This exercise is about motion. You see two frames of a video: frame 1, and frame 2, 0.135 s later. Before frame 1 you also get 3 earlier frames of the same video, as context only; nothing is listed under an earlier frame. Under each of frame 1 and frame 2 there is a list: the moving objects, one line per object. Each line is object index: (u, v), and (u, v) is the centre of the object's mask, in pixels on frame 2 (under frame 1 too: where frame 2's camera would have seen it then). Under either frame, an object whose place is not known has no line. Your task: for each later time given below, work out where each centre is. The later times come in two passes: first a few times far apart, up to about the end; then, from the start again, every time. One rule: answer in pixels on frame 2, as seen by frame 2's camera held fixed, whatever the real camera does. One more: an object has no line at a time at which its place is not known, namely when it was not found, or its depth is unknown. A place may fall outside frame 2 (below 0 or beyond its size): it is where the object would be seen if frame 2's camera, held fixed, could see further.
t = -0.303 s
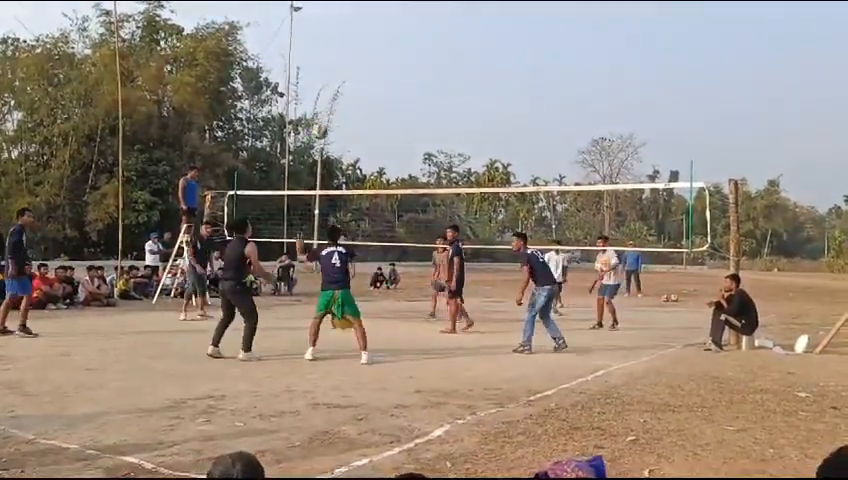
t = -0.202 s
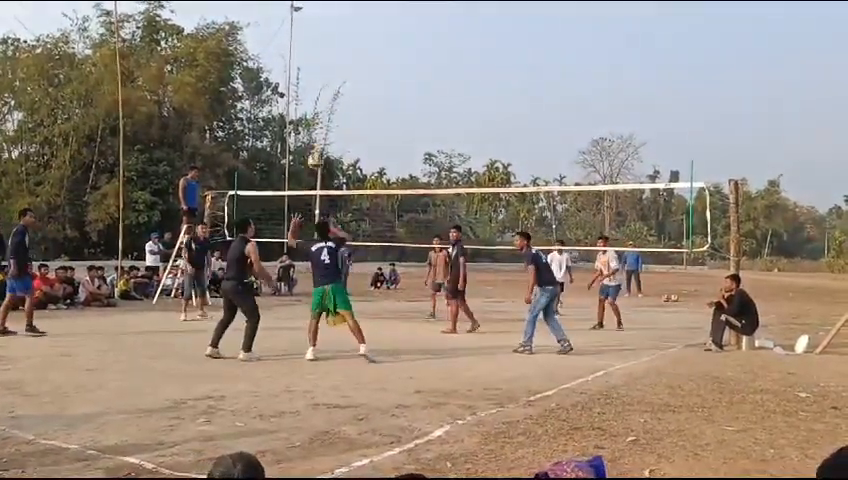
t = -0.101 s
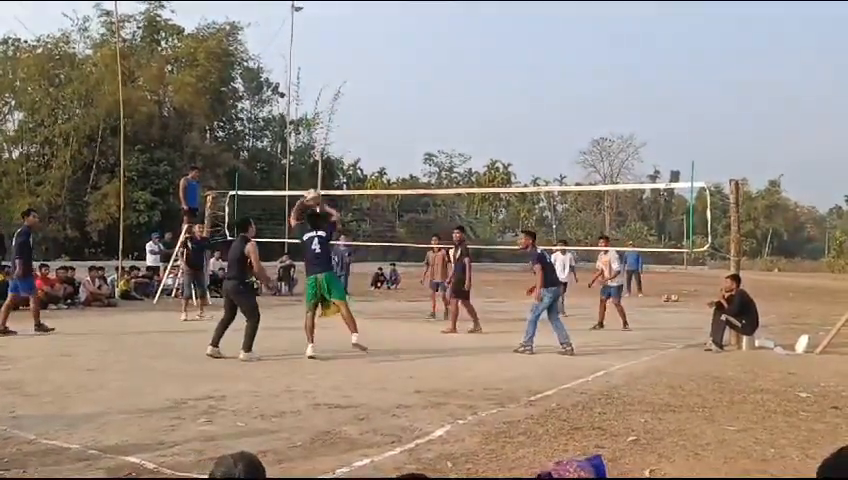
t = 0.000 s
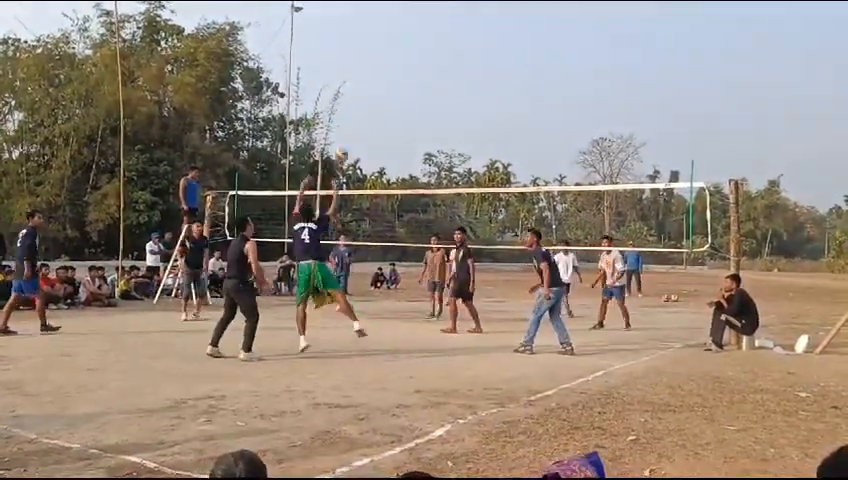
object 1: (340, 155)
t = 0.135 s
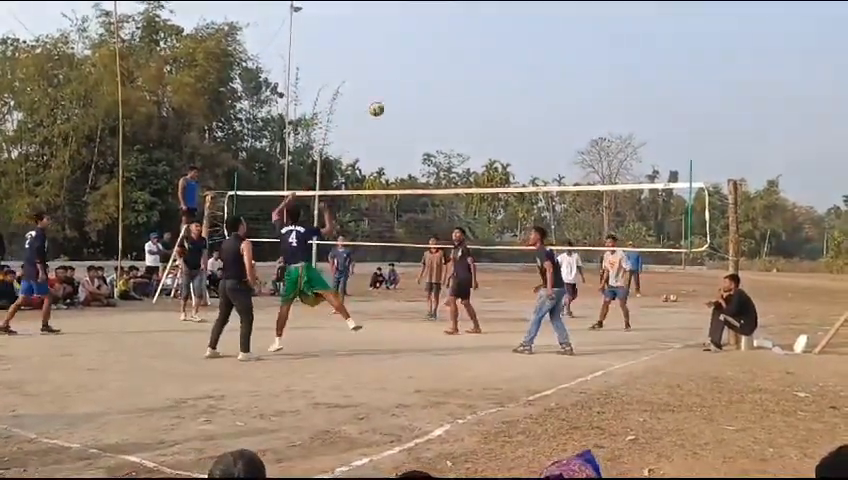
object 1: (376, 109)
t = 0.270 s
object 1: (406, 85)
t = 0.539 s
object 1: (455, 77)
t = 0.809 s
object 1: (494, 113)
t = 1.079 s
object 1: (527, 181)
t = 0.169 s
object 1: (384, 101)
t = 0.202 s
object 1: (391, 95)
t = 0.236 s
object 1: (399, 90)
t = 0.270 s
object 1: (406, 85)
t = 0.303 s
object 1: (413, 81)
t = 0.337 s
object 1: (419, 78)
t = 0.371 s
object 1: (425, 76)
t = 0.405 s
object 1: (431, 75)
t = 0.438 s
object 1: (438, 75)
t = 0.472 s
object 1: (443, 75)
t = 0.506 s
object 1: (449, 76)
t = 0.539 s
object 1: (455, 77)
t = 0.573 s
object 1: (460, 80)
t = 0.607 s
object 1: (466, 83)
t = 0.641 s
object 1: (471, 87)
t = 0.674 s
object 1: (476, 91)
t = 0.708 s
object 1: (481, 96)
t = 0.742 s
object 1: (485, 100)
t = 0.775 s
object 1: (490, 106)
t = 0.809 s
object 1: (494, 113)
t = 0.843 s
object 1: (499, 120)
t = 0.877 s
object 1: (504, 128)
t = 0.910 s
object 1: (508, 135)
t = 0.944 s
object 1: (512, 144)
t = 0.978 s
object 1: (516, 153)
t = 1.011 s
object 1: (520, 163)
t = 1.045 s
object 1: (523, 172)
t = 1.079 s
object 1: (527, 181)
